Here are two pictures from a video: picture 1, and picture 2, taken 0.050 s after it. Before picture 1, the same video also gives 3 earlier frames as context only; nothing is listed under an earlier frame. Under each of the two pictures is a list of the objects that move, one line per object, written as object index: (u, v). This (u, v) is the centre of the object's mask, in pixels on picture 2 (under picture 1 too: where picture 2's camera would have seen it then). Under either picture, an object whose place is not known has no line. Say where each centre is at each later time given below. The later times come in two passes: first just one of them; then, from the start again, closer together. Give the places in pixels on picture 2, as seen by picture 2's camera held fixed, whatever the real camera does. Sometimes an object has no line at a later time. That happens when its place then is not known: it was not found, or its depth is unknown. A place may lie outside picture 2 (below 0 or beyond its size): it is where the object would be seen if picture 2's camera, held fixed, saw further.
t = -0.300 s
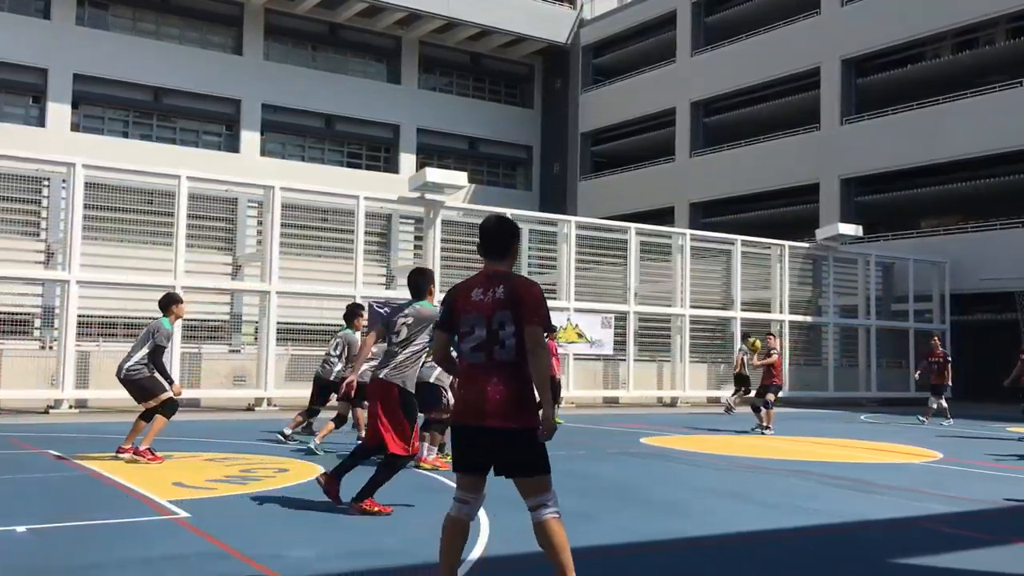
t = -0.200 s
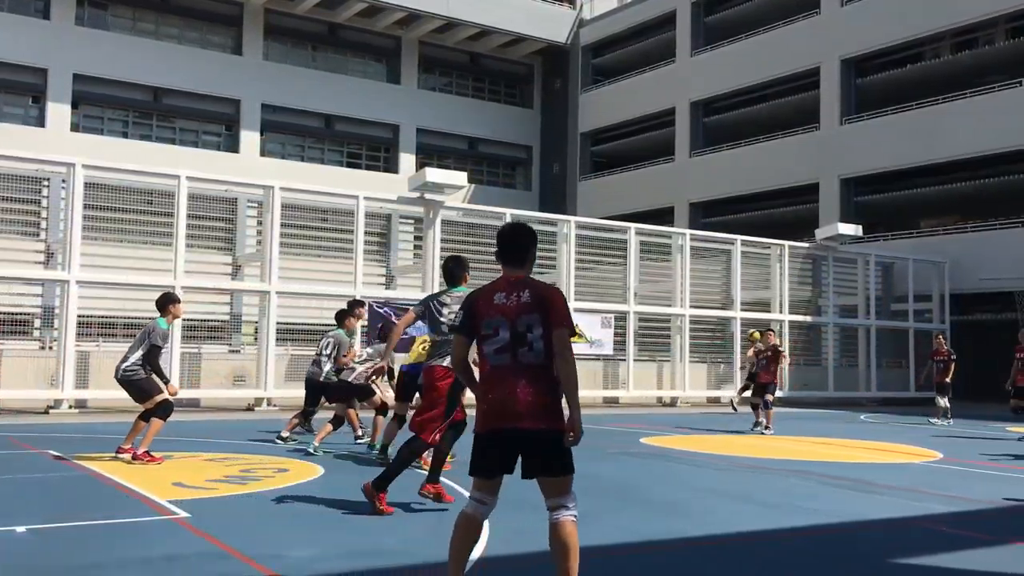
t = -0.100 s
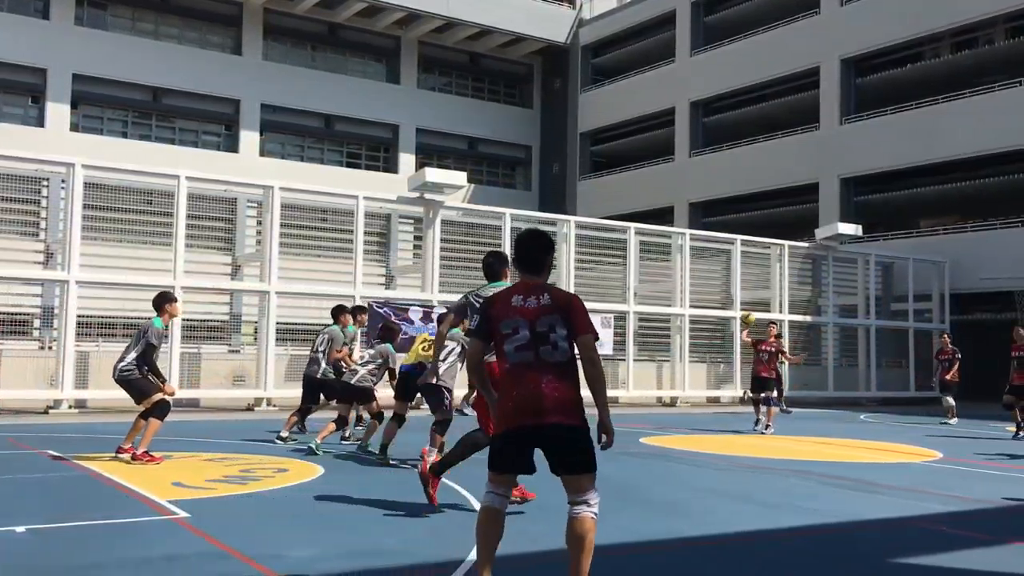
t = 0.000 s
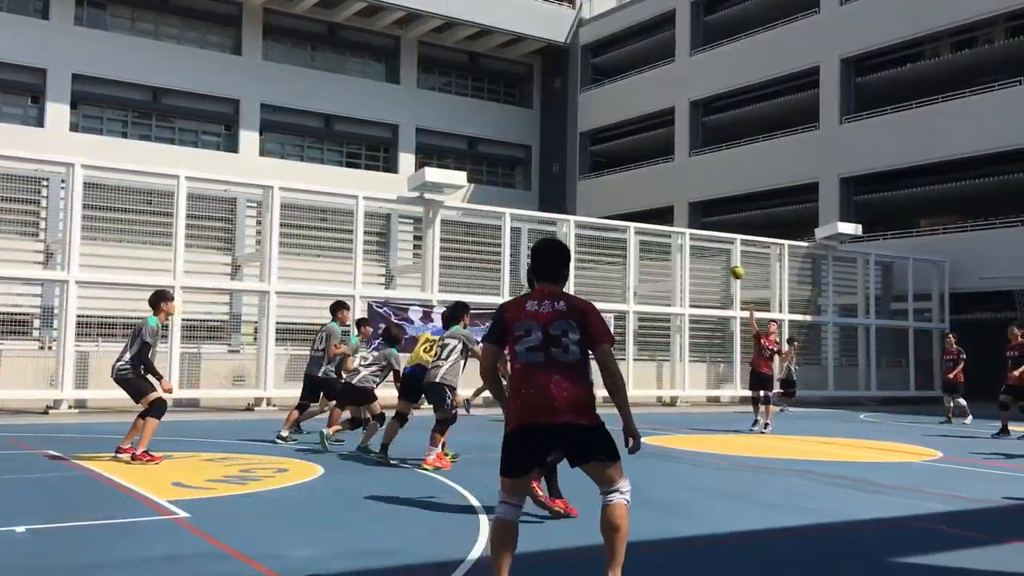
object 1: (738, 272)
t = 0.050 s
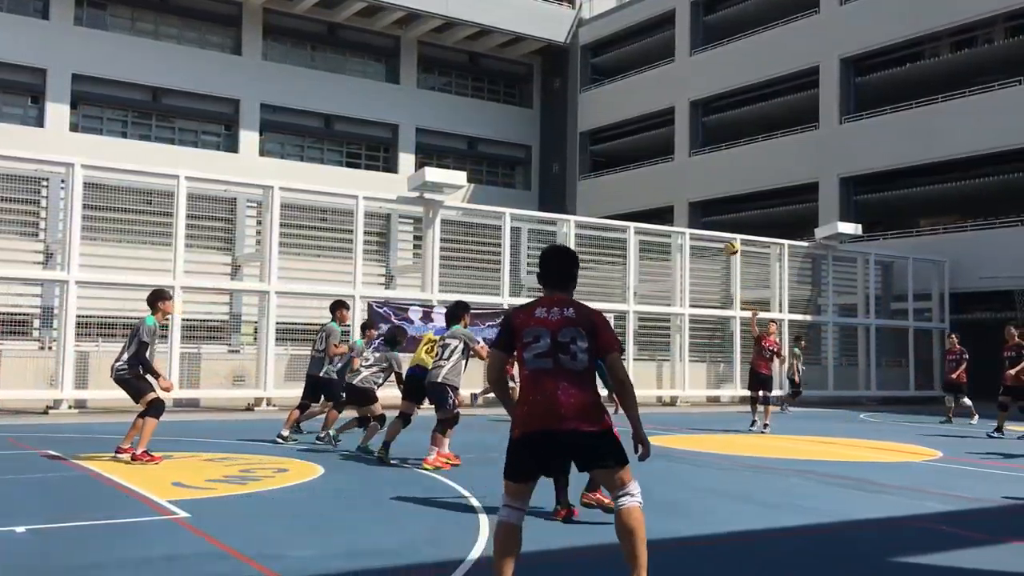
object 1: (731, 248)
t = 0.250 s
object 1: (706, 158)
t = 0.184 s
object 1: (715, 186)
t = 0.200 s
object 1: (712, 180)
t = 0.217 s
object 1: (710, 173)
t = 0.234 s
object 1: (709, 165)
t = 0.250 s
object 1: (706, 158)
